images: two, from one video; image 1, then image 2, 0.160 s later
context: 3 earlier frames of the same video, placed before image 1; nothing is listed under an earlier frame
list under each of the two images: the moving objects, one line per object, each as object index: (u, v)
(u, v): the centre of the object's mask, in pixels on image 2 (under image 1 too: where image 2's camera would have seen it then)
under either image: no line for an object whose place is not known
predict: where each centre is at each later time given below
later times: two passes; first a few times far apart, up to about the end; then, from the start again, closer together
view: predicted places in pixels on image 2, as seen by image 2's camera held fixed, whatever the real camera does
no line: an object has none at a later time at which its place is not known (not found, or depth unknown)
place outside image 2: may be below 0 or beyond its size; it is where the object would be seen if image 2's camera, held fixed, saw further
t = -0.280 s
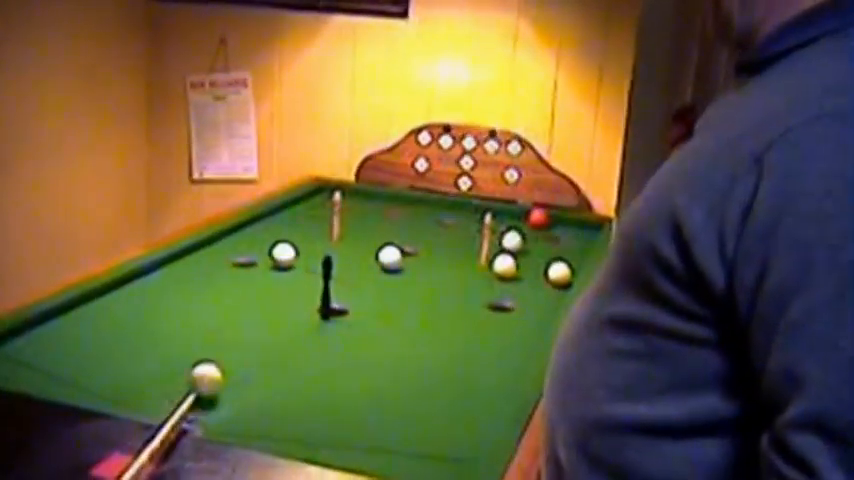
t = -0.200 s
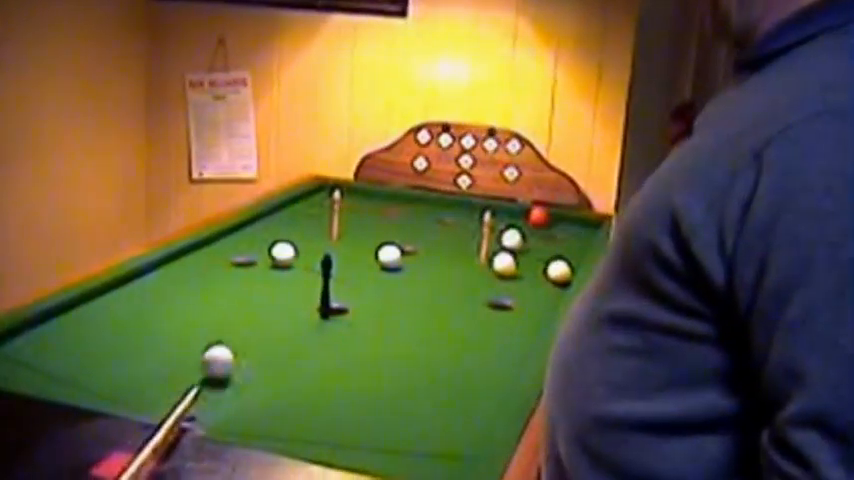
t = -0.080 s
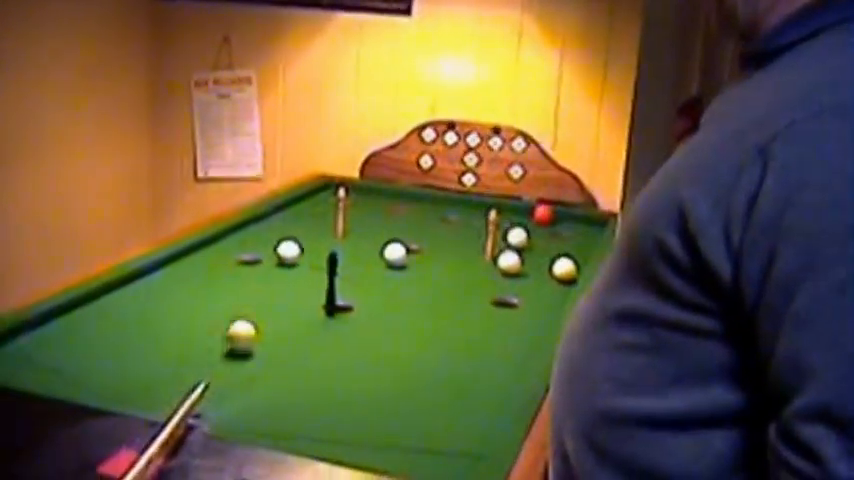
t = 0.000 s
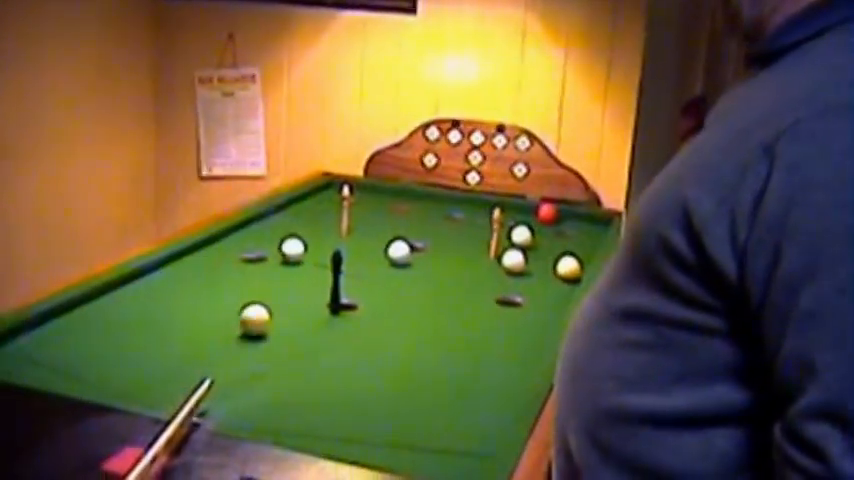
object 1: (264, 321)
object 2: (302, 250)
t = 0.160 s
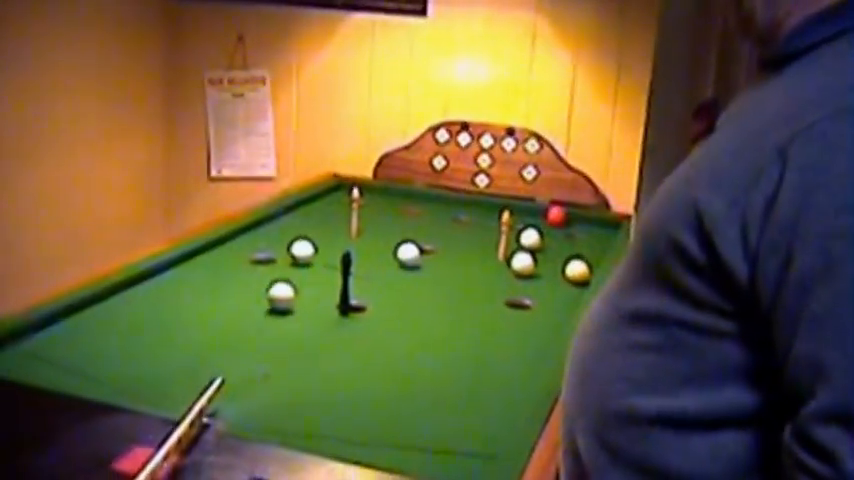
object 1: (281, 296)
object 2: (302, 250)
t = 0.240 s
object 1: (289, 286)
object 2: (302, 250)
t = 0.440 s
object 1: (305, 264)
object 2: (301, 245)
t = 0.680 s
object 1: (330, 253)
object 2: (293, 238)
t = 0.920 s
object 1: (354, 245)
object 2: (286, 227)
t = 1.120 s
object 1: (370, 242)
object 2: (280, 219)
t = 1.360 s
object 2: (285, 212)
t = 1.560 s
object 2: (299, 210)
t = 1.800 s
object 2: (313, 208)
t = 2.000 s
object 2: (324, 206)
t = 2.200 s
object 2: (330, 205)
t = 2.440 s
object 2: (335, 205)
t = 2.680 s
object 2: (338, 203)
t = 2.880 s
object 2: (339, 203)
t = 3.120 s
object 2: (339, 204)
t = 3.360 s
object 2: (339, 203)
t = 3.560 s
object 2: (339, 203)
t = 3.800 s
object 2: (339, 203)
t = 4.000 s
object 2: (339, 203)
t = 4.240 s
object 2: (339, 204)
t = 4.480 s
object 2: (339, 204)
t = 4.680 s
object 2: (339, 204)
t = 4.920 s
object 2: (339, 204)
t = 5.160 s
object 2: (339, 204)
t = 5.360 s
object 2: (338, 203)
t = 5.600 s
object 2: (339, 203)
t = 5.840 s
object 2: (339, 204)
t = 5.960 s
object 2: (339, 203)
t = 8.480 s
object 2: (339, 203)
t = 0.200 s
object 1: (285, 291)
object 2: (302, 250)
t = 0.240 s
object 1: (289, 286)
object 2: (302, 250)
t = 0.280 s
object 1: (292, 281)
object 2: (302, 250)
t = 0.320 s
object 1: (295, 277)
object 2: (302, 250)
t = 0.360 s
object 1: (299, 272)
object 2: (302, 248)
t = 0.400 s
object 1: (302, 268)
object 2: (301, 246)
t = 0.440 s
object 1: (305, 264)
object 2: (301, 245)
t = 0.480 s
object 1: (308, 259)
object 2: (299, 245)
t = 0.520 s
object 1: (313, 259)
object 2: (297, 245)
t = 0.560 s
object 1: (318, 257)
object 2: (297, 244)
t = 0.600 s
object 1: (323, 255)
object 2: (296, 242)
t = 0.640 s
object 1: (326, 253)
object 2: (295, 240)
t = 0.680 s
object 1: (330, 253)
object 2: (293, 238)
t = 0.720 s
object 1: (334, 249)
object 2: (292, 236)
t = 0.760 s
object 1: (336, 248)
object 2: (291, 234)
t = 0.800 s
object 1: (341, 247)
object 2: (290, 232)
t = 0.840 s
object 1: (346, 246)
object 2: (288, 231)
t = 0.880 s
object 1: (350, 246)
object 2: (287, 228)
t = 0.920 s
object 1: (354, 245)
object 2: (286, 227)
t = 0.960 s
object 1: (357, 245)
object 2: (285, 225)
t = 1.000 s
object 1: (360, 244)
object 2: (284, 223)
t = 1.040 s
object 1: (364, 244)
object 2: (282, 221)
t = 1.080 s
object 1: (367, 243)
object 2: (281, 220)
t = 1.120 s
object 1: (370, 242)
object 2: (280, 219)
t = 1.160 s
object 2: (279, 217)
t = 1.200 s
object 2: (278, 215)
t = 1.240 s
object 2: (276, 214)
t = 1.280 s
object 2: (279, 213)
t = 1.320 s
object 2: (282, 212)
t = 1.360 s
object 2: (285, 212)
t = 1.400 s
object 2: (288, 212)
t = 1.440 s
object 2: (291, 211)
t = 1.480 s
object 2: (294, 211)
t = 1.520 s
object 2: (297, 211)
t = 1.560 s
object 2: (299, 210)
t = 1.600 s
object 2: (302, 210)
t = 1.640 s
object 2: (304, 209)
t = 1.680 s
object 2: (307, 209)
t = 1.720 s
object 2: (309, 208)
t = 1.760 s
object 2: (312, 208)
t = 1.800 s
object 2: (313, 208)
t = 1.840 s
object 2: (315, 207)
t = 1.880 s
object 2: (317, 207)
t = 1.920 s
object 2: (320, 207)
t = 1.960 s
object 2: (322, 206)
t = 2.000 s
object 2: (324, 206)
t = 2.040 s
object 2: (325, 206)
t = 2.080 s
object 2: (326, 205)
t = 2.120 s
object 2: (327, 205)
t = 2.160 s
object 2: (329, 205)
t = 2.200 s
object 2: (330, 205)
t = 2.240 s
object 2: (331, 205)
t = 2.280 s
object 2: (332, 204)
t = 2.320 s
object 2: (333, 204)
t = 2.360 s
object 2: (334, 204)
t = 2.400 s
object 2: (335, 204)
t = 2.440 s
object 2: (335, 205)
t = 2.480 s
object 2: (336, 204)
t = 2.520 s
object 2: (337, 204)
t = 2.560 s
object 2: (337, 203)
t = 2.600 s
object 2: (337, 204)
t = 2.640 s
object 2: (338, 203)
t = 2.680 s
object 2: (338, 203)
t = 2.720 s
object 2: (338, 202)
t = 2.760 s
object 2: (339, 202)
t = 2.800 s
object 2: (339, 203)
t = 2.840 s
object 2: (339, 203)
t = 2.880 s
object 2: (339, 203)
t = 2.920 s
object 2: (339, 203)
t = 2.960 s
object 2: (339, 203)
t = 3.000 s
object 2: (339, 204)
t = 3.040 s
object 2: (339, 203)
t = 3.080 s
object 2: (339, 203)
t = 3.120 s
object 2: (339, 204)
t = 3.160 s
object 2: (339, 203)
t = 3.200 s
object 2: (339, 203)
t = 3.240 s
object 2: (339, 203)
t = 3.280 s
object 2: (339, 204)
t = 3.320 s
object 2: (339, 203)
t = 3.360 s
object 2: (339, 203)
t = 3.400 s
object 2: (339, 204)
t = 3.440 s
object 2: (339, 203)
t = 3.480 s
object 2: (339, 203)
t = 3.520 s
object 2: (339, 203)
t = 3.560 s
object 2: (339, 203)
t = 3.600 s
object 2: (339, 203)
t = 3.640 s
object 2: (339, 203)
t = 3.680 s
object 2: (339, 203)
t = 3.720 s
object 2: (339, 203)
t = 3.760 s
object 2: (339, 203)
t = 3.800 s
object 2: (339, 203)
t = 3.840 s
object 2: (339, 204)
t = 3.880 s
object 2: (339, 203)
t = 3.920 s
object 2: (339, 204)
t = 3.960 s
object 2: (339, 204)
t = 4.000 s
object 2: (339, 203)
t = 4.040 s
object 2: (339, 204)
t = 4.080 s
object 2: (339, 204)
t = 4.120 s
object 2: (339, 203)
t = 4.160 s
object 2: (339, 204)
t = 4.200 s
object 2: (339, 204)
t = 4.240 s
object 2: (339, 204)
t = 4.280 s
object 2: (339, 204)
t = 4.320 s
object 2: (339, 203)
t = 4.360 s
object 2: (339, 204)
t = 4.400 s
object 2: (339, 204)
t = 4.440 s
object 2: (339, 204)
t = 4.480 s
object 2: (339, 204)
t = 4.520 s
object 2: (339, 204)
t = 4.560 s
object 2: (339, 204)
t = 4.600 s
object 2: (339, 204)
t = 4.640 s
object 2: (339, 204)
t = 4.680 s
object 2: (339, 204)
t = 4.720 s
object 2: (339, 204)
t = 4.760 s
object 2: (339, 203)
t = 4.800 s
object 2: (339, 204)
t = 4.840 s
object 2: (339, 203)
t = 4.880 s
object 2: (339, 204)
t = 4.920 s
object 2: (339, 204)
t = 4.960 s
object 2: (339, 204)
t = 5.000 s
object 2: (339, 204)
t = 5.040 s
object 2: (339, 204)
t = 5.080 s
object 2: (339, 204)
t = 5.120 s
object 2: (339, 204)
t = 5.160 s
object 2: (339, 204)
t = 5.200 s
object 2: (339, 204)
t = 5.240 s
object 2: (339, 205)
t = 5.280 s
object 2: (339, 203)
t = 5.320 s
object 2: (339, 204)
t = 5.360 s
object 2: (338, 203)
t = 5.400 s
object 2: (339, 204)
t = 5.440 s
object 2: (339, 204)
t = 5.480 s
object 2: (339, 203)
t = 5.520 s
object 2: (339, 203)
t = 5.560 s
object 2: (339, 203)
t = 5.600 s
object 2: (339, 203)
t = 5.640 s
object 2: (339, 204)
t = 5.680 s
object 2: (339, 204)
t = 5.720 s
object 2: (339, 204)
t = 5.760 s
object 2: (339, 204)
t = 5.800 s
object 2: (339, 203)
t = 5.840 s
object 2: (339, 204)
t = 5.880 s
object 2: (339, 203)
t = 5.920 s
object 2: (339, 204)
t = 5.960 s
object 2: (339, 203)
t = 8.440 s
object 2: (339, 204)
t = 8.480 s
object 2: (339, 203)
